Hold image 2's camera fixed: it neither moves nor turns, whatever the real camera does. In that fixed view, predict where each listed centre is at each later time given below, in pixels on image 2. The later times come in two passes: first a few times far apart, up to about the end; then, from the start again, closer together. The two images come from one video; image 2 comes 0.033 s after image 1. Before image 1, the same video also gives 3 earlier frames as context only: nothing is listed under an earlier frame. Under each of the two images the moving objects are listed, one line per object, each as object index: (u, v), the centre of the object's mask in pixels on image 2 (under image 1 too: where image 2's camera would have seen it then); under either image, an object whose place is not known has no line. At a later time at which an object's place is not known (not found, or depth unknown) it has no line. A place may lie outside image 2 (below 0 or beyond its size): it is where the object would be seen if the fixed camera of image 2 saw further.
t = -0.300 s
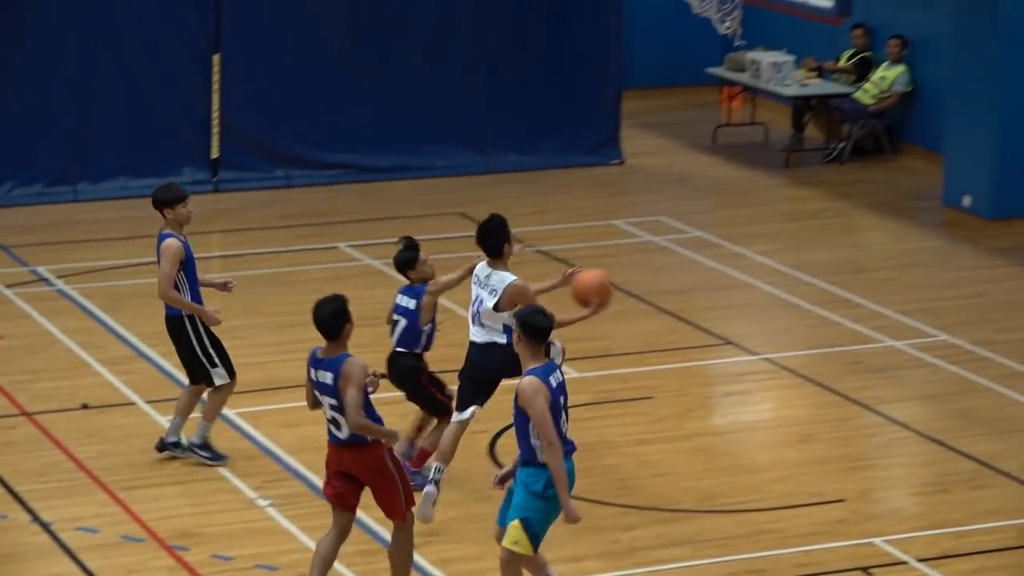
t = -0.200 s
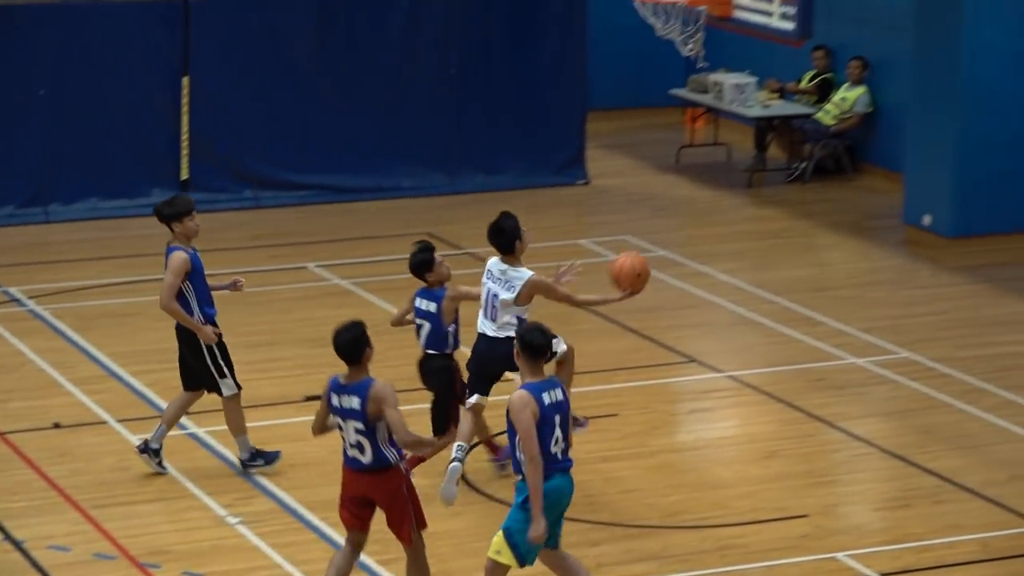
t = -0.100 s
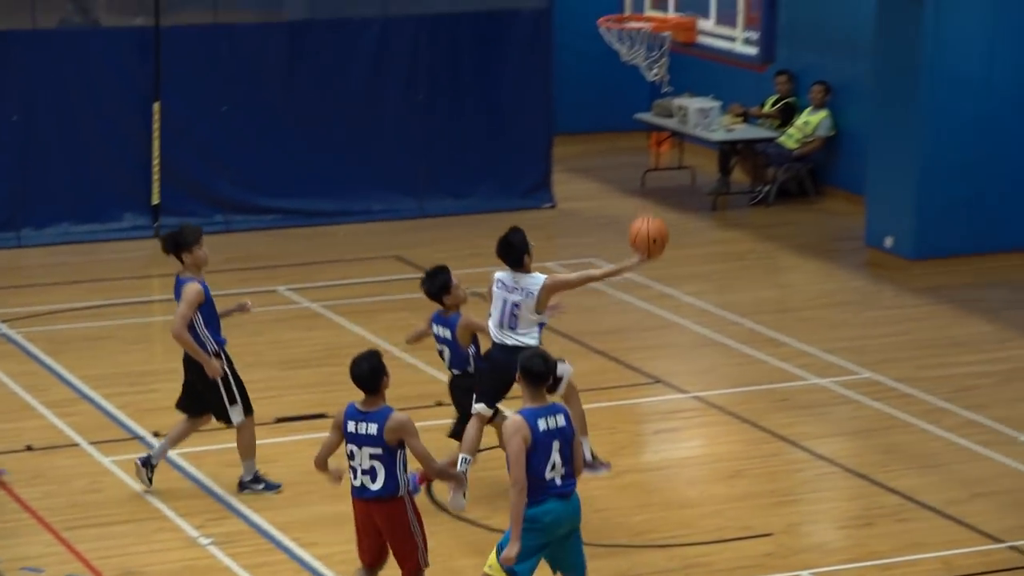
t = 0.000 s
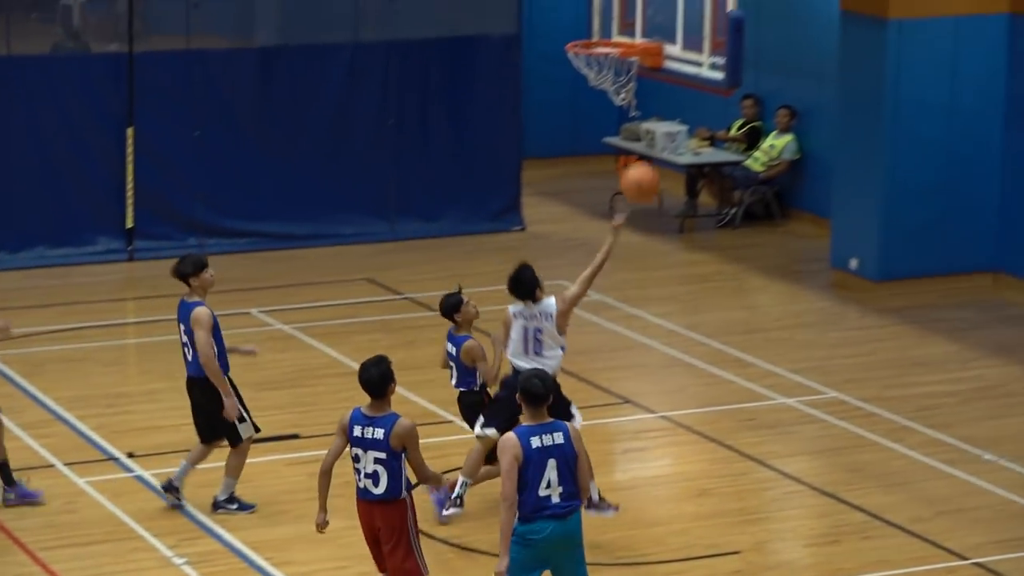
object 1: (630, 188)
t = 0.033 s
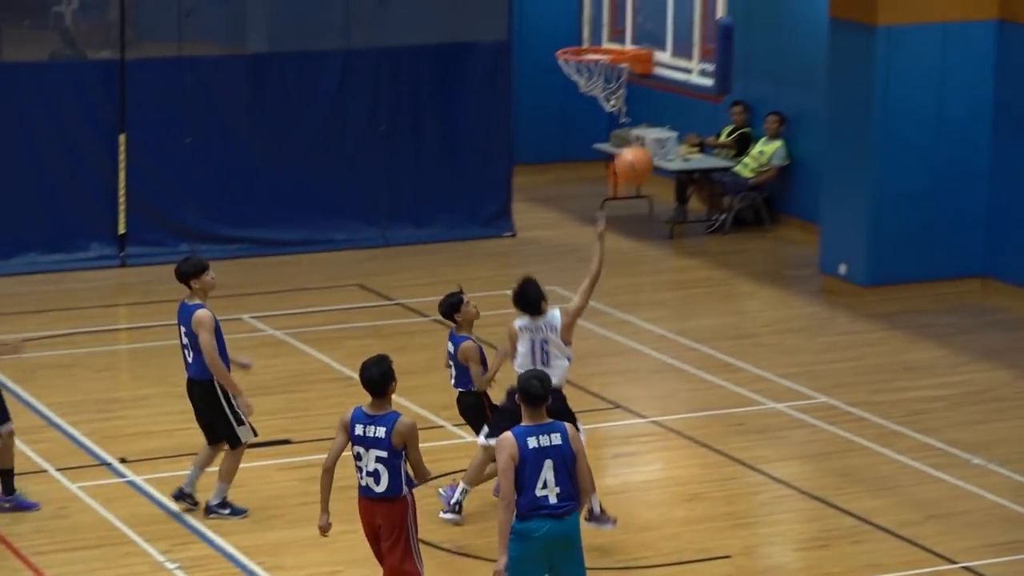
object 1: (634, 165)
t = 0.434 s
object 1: (643, 11)
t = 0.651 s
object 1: (589, 24)
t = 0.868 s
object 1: (597, 43)
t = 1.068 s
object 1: (604, 99)
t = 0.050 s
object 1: (635, 154)
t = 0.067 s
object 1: (637, 141)
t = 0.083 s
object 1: (638, 131)
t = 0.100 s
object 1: (640, 119)
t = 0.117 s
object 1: (641, 110)
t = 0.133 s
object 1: (644, 101)
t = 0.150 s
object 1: (645, 93)
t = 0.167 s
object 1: (647, 84)
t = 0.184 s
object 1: (649, 76)
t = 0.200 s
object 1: (650, 70)
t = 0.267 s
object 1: (657, 43)
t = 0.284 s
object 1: (658, 39)
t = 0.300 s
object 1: (660, 35)
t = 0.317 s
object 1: (661, 31)
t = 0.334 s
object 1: (662, 28)
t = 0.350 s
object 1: (662, 24)
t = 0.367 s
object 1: (659, 20)
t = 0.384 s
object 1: (655, 18)
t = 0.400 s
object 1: (651, 15)
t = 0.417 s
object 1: (647, 12)
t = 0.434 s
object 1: (643, 11)
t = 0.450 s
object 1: (639, 10)
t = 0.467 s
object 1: (634, 9)
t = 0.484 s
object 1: (630, 8)
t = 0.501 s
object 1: (626, 8)
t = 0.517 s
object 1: (622, 8)
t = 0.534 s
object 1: (619, 8)
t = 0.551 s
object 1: (614, 10)
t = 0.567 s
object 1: (610, 12)
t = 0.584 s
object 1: (607, 13)
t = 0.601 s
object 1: (602, 15)
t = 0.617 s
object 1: (598, 18)
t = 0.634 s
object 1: (594, 21)
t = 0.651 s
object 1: (589, 24)
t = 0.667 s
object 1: (585, 29)
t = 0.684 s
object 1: (581, 33)
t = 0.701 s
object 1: (578, 37)
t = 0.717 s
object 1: (579, 37)
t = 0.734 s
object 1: (581, 36)
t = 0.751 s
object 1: (583, 37)
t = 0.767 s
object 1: (585, 37)
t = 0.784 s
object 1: (587, 37)
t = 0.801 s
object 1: (589, 38)
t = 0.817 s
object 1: (591, 39)
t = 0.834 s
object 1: (593, 40)
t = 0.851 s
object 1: (595, 41)
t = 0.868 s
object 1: (597, 43)
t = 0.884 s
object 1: (599, 44)
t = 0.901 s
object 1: (600, 53)
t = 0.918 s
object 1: (600, 56)
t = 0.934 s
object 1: (600, 59)
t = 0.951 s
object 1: (601, 62)
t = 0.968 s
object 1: (602, 67)
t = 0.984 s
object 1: (602, 69)
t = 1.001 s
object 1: (602, 72)
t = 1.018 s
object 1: (601, 80)
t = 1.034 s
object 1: (603, 87)
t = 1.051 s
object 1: (604, 94)
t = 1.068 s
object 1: (604, 99)
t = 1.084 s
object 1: (605, 106)
